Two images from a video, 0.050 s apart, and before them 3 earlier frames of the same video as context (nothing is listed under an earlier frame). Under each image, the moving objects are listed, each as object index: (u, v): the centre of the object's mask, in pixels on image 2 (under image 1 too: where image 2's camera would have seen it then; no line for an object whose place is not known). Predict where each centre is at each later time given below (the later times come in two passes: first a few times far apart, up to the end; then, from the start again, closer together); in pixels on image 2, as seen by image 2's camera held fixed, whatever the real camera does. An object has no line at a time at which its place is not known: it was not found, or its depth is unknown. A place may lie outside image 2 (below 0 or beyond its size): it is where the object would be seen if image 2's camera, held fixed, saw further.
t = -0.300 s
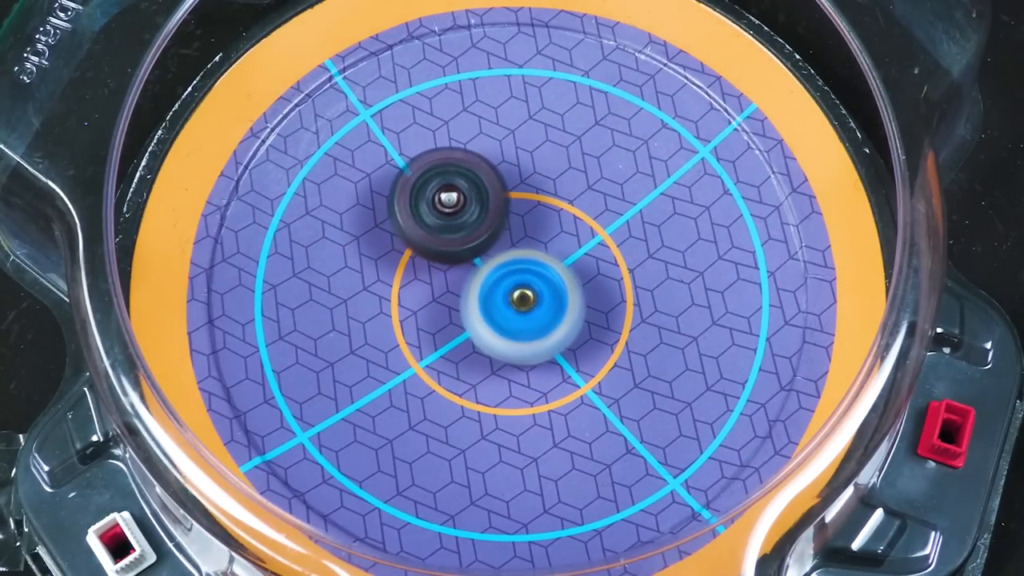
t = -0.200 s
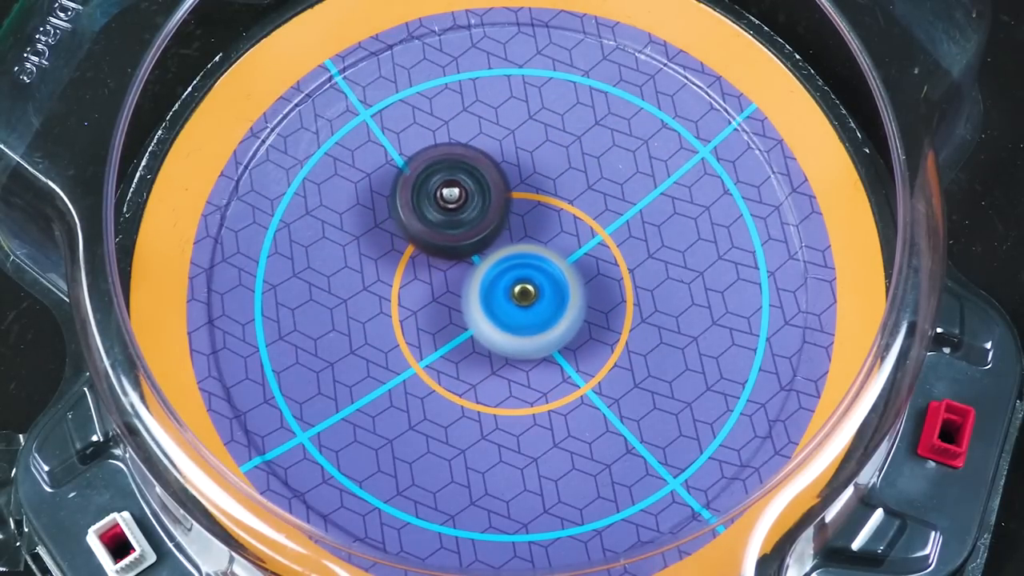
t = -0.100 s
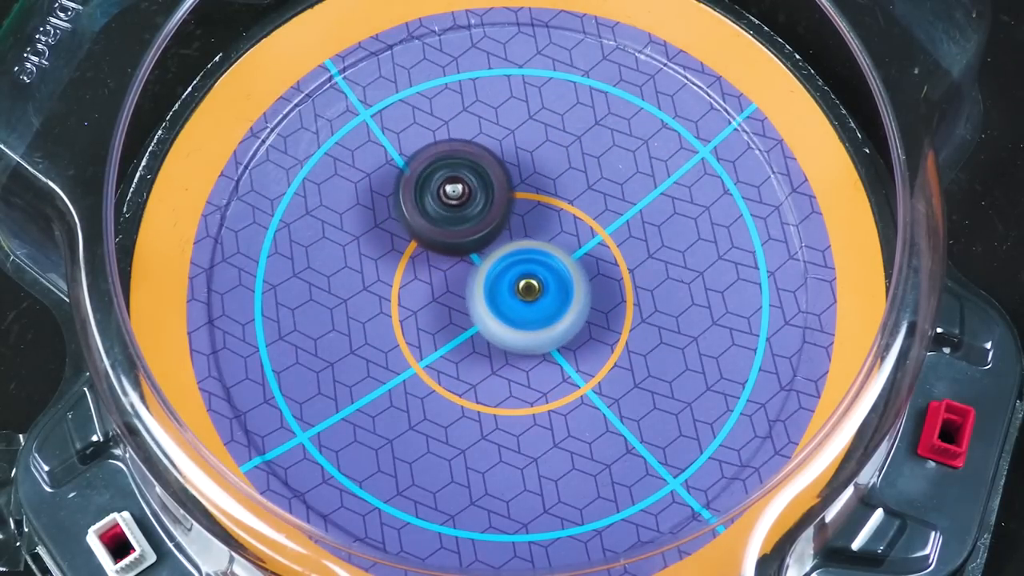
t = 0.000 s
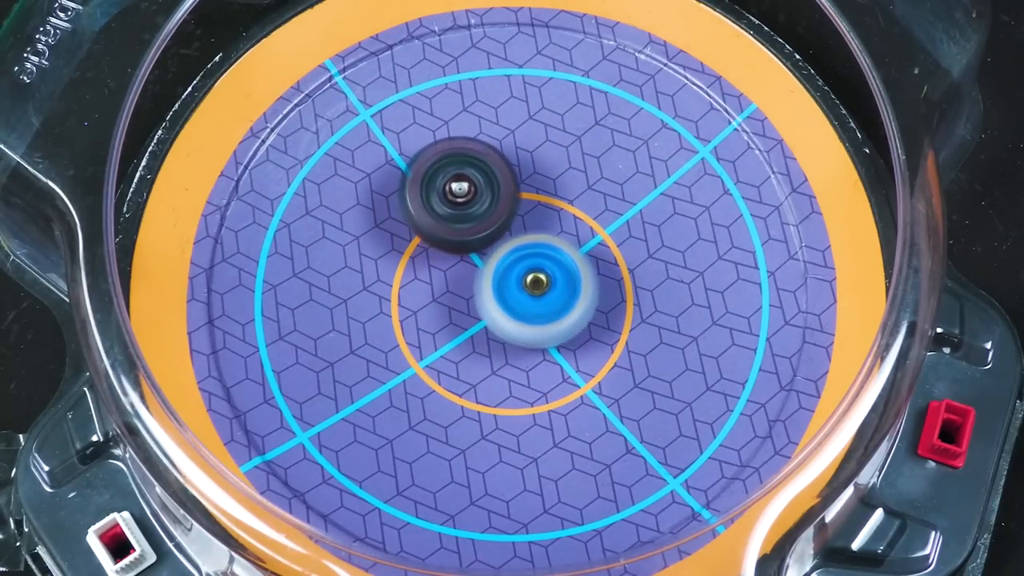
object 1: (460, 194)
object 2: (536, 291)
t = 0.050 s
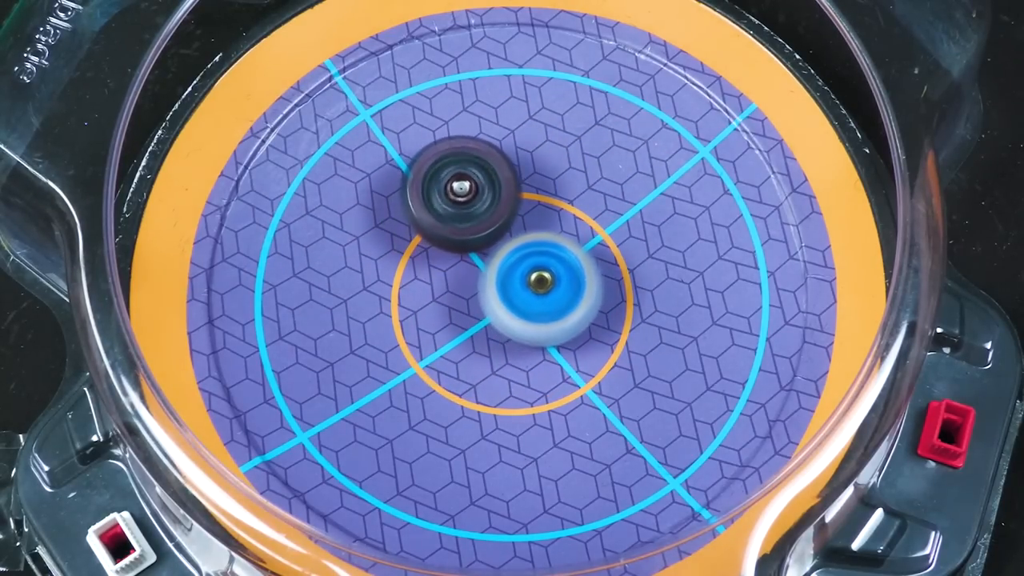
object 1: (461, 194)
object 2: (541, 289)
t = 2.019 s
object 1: (457, 323)
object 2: (577, 270)
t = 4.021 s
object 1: (502, 346)
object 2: (497, 232)
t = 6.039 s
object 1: (578, 286)
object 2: (456, 258)
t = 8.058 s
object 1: (561, 220)
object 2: (468, 305)
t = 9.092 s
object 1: (516, 207)
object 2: (470, 322)
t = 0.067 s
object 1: (462, 193)
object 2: (542, 288)
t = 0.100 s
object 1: (462, 193)
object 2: (545, 287)
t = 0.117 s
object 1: (463, 193)
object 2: (546, 286)
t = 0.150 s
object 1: (464, 193)
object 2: (548, 285)
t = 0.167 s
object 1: (463, 192)
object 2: (551, 285)
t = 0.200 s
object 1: (463, 191)
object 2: (554, 284)
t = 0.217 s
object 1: (464, 191)
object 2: (554, 283)
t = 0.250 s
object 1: (465, 192)
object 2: (555, 282)
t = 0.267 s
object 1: (466, 193)
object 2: (555, 281)
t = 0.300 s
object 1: (465, 194)
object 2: (556, 279)
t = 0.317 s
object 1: (465, 194)
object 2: (556, 279)
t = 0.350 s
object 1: (464, 195)
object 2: (557, 278)
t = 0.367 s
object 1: (464, 195)
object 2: (557, 278)
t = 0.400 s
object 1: (463, 198)
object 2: (557, 278)
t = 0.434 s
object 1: (458, 196)
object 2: (561, 277)
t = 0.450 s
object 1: (457, 196)
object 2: (561, 277)
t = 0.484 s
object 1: (456, 196)
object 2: (561, 277)
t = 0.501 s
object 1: (455, 197)
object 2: (561, 276)
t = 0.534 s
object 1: (456, 201)
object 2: (560, 275)
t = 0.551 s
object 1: (457, 203)
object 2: (559, 275)
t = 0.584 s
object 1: (457, 207)
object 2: (560, 275)
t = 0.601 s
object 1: (456, 208)
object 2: (560, 275)
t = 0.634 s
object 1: (451, 209)
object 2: (564, 277)
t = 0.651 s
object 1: (450, 209)
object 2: (564, 277)
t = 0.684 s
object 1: (450, 210)
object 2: (564, 276)
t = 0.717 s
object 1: (450, 212)
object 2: (563, 276)
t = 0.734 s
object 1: (451, 214)
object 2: (563, 276)
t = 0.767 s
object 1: (452, 217)
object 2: (562, 277)
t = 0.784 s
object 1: (453, 217)
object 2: (562, 278)
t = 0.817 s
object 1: (453, 219)
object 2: (564, 280)
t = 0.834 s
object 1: (452, 219)
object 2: (565, 281)
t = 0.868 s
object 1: (451, 221)
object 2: (565, 282)
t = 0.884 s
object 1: (451, 224)
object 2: (565, 282)
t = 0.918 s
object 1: (451, 229)
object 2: (565, 282)
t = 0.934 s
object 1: (451, 232)
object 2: (565, 283)
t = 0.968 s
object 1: (449, 236)
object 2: (567, 285)
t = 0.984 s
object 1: (448, 238)
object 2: (567, 286)
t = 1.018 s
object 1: (447, 243)
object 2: (567, 287)
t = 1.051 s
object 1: (447, 249)
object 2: (567, 288)
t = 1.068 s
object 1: (446, 251)
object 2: (567, 288)
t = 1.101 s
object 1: (442, 255)
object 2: (569, 290)
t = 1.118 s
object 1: (440, 258)
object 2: (570, 291)
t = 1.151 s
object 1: (439, 263)
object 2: (569, 292)
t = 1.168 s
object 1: (439, 265)
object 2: (569, 292)
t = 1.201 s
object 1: (440, 270)
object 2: (568, 293)
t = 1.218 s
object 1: (441, 272)
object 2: (568, 294)
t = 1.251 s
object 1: (441, 277)
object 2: (568, 295)
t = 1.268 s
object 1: (441, 279)
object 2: (568, 295)
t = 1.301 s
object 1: (439, 283)
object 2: (572, 296)
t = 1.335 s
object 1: (436, 287)
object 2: (574, 297)
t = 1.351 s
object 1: (434, 289)
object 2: (575, 297)
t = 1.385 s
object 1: (435, 292)
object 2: (575, 297)
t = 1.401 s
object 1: (435, 294)
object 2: (575, 297)
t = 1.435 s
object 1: (437, 298)
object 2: (575, 298)
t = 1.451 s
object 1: (438, 300)
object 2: (574, 298)
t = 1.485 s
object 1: (440, 303)
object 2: (574, 298)
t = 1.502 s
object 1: (442, 305)
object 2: (573, 298)
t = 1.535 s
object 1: (445, 308)
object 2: (573, 298)
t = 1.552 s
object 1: (443, 310)
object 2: (576, 298)
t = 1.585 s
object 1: (440, 312)
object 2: (581, 297)
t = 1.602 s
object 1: (439, 313)
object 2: (581, 296)
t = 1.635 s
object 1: (440, 315)
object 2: (581, 295)
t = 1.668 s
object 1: (442, 316)
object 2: (580, 295)
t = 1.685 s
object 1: (444, 316)
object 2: (579, 294)
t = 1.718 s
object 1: (449, 318)
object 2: (578, 293)
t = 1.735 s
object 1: (451, 319)
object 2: (578, 293)
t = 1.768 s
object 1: (452, 321)
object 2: (579, 290)
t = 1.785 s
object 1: (452, 322)
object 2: (580, 289)
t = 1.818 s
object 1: (455, 323)
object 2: (579, 287)
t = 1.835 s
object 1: (456, 324)
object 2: (578, 285)
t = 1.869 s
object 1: (454, 325)
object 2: (581, 282)
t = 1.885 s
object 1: (453, 325)
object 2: (581, 280)
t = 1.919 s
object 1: (453, 325)
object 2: (579, 278)
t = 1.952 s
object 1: (455, 324)
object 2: (578, 276)
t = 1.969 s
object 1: (456, 323)
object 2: (576, 275)
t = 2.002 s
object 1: (458, 322)
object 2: (575, 273)
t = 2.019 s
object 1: (457, 323)
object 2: (577, 270)
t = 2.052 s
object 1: (455, 323)
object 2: (579, 266)
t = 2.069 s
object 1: (455, 322)
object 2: (578, 264)
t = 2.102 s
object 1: (455, 320)
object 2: (577, 262)
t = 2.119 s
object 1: (455, 319)
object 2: (576, 261)
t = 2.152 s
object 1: (458, 315)
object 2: (573, 259)
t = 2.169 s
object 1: (459, 313)
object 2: (572, 258)
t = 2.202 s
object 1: (459, 310)
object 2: (575, 254)
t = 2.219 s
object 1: (459, 309)
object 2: (577, 252)
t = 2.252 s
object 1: (460, 306)
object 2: (577, 249)
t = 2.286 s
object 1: (464, 303)
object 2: (576, 247)
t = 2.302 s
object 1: (464, 303)
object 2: (576, 246)
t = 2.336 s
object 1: (463, 302)
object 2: (577, 242)
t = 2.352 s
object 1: (464, 301)
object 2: (576, 240)
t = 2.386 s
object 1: (465, 299)
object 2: (574, 237)
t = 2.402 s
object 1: (467, 299)
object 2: (573, 235)
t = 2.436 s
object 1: (468, 298)
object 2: (572, 231)
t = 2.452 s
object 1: (468, 299)
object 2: (571, 230)
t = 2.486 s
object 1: (469, 299)
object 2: (569, 226)
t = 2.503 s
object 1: (470, 298)
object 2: (568, 225)
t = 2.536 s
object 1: (471, 298)
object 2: (567, 223)
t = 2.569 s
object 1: (471, 298)
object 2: (565, 220)
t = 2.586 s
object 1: (470, 299)
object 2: (564, 219)
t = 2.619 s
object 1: (471, 299)
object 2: (562, 217)
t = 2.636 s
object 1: (472, 298)
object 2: (561, 216)
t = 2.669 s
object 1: (472, 298)
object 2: (560, 214)
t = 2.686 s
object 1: (472, 299)
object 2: (560, 213)
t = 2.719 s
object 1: (472, 301)
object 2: (559, 210)
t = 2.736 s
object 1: (472, 301)
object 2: (557, 210)
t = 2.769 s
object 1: (473, 301)
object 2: (555, 209)
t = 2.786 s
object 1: (473, 301)
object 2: (554, 209)
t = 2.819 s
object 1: (475, 300)
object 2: (552, 209)
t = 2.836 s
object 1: (476, 300)
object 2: (551, 208)
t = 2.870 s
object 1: (475, 302)
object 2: (550, 207)
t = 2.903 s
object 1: (476, 305)
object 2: (548, 207)
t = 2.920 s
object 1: (476, 305)
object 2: (547, 207)
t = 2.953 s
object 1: (477, 306)
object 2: (544, 207)
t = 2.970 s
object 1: (478, 306)
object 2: (543, 207)
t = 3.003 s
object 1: (478, 309)
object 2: (542, 206)
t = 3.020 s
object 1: (478, 311)
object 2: (540, 205)
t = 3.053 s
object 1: (478, 313)
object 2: (538, 206)
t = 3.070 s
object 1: (478, 314)
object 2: (537, 206)
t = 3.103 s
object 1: (478, 315)
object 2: (535, 208)
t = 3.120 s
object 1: (479, 316)
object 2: (534, 209)
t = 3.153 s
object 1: (480, 317)
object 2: (531, 211)
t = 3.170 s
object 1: (480, 318)
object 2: (531, 211)
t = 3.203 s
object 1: (480, 319)
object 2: (529, 212)
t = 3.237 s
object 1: (480, 322)
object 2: (527, 213)
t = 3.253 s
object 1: (480, 323)
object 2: (525, 213)
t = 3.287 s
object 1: (480, 325)
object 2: (524, 215)
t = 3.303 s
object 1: (480, 326)
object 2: (522, 216)
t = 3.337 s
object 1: (480, 327)
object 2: (521, 218)
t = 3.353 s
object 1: (481, 328)
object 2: (520, 218)
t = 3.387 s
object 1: (480, 330)
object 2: (518, 220)
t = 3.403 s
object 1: (480, 331)
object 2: (518, 220)
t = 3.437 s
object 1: (480, 334)
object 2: (516, 220)
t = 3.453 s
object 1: (479, 336)
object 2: (515, 221)
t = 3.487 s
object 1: (479, 337)
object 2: (513, 223)
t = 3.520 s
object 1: (479, 337)
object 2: (512, 224)
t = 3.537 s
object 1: (479, 337)
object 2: (511, 225)
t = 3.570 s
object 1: (479, 340)
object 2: (509, 226)
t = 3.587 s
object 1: (479, 341)
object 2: (508, 226)
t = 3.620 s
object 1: (479, 341)
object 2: (507, 228)
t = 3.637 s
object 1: (480, 341)
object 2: (506, 229)
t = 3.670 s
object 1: (481, 342)
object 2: (505, 229)
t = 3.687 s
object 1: (482, 343)
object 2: (504, 229)
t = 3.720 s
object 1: (483, 343)
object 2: (503, 230)
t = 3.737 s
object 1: (484, 344)
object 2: (503, 230)
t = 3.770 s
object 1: (485, 345)
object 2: (502, 230)
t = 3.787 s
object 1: (486, 346)
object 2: (501, 230)
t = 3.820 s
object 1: (487, 346)
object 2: (500, 231)
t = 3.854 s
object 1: (490, 348)
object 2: (500, 230)
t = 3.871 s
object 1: (490, 349)
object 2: (499, 230)
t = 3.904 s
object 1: (492, 349)
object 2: (498, 230)
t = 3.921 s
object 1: (493, 349)
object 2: (498, 230)
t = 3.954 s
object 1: (496, 348)
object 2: (497, 231)
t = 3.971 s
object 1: (497, 347)
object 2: (497, 231)
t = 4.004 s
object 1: (501, 346)
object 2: (497, 232)
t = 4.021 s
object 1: (502, 346)
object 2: (497, 232)
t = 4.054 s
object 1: (505, 347)
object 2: (496, 232)
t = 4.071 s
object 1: (507, 347)
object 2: (495, 232)
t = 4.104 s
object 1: (509, 347)
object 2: (495, 232)
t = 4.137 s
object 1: (511, 346)
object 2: (494, 232)
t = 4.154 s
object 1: (513, 346)
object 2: (494, 233)
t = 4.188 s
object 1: (516, 348)
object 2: (494, 231)
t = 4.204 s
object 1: (517, 349)
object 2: (494, 230)
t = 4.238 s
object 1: (519, 350)
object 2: (493, 230)
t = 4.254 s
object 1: (520, 349)
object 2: (492, 230)
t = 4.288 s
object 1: (522, 348)
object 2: (492, 230)
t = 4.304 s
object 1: (523, 346)
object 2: (492, 230)
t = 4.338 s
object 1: (525, 343)
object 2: (491, 231)
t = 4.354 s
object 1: (526, 341)
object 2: (491, 231)
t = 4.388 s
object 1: (530, 339)
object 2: (491, 230)
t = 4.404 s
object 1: (532, 338)
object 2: (491, 230)
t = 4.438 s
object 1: (536, 336)
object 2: (490, 229)
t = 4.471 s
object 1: (539, 335)
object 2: (490, 229)
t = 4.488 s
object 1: (540, 334)
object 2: (490, 229)
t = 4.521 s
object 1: (544, 334)
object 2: (490, 228)
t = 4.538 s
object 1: (546, 333)
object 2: (490, 229)
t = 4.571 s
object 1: (547, 331)
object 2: (489, 229)
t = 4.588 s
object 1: (548, 330)
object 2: (489, 229)
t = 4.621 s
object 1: (551, 328)
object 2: (489, 228)
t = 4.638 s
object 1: (553, 329)
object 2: (488, 226)
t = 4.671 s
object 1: (555, 329)
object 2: (487, 225)
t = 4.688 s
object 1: (556, 328)
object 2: (486, 226)
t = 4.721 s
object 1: (556, 326)
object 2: (487, 226)
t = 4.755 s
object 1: (556, 323)
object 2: (486, 226)
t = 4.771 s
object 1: (556, 322)
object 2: (486, 226)
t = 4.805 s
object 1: (557, 320)
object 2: (487, 226)
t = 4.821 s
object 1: (559, 321)
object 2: (485, 224)
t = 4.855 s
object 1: (560, 320)
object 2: (484, 224)
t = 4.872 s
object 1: (560, 320)
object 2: (484, 223)
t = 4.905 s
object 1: (561, 318)
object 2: (483, 224)
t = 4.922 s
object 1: (562, 316)
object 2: (483, 224)
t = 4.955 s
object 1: (564, 313)
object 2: (482, 224)
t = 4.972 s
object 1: (565, 312)
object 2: (482, 223)
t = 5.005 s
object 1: (567, 310)
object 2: (482, 224)
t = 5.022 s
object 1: (568, 308)
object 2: (482, 224)
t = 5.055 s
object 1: (570, 306)
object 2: (482, 224)
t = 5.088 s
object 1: (572, 304)
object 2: (482, 224)
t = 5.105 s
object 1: (573, 303)
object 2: (481, 224)
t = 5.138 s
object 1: (577, 301)
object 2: (480, 225)
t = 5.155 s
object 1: (577, 300)
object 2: (480, 225)
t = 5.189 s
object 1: (579, 298)
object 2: (480, 225)
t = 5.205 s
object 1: (579, 297)
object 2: (480, 226)
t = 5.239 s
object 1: (580, 294)
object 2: (480, 226)
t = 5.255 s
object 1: (581, 292)
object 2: (479, 227)
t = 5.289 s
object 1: (583, 291)
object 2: (478, 227)
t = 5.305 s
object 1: (584, 291)
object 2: (479, 228)
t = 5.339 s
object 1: (586, 289)
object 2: (478, 228)
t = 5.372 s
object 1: (588, 288)
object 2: (478, 230)
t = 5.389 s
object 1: (589, 288)
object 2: (478, 230)
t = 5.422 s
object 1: (590, 286)
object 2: (477, 232)
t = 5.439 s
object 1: (589, 285)
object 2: (478, 232)
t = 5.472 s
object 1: (590, 284)
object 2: (477, 233)
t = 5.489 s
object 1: (593, 284)
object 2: (475, 232)
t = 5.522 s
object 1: (596, 285)
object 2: (472, 232)
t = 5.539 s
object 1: (596, 286)
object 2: (472, 232)
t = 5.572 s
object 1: (596, 286)
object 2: (471, 234)
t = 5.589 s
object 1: (596, 286)
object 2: (471, 234)
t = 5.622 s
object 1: (594, 286)
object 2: (471, 236)
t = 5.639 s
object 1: (593, 285)
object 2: (471, 237)
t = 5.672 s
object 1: (590, 283)
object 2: (470, 238)
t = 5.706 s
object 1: (588, 282)
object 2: (468, 239)
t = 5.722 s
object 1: (588, 282)
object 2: (468, 240)
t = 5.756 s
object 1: (586, 281)
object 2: (466, 242)
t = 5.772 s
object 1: (586, 281)
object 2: (466, 243)
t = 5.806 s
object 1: (584, 281)
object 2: (465, 244)
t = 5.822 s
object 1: (585, 281)
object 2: (464, 245)
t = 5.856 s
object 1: (583, 282)
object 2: (464, 247)
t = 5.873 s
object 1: (583, 282)
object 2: (463, 247)
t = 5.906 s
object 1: (582, 283)
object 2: (461, 250)
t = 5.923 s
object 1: (582, 284)
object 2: (460, 250)
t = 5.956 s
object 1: (581, 284)
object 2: (458, 253)
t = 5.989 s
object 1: (579, 285)
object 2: (458, 254)
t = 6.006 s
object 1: (579, 285)
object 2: (457, 255)
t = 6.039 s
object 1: (578, 286)
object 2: (456, 258)
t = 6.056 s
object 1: (579, 285)
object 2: (455, 259)
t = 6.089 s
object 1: (580, 286)
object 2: (453, 261)
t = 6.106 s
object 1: (581, 287)
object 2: (453, 261)
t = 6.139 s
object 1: (581, 287)
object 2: (452, 264)
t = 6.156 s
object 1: (581, 287)
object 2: (452, 264)
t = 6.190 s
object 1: (580, 287)
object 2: (452, 266)
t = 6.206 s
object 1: (580, 287)
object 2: (452, 267)
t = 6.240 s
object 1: (577, 287)
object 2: (452, 268)
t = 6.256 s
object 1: (577, 287)
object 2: (451, 269)
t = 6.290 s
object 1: (577, 286)
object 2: (451, 271)
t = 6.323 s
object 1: (577, 287)
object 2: (450, 272)
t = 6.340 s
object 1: (577, 287)
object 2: (451, 273)
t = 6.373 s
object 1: (577, 287)
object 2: (450, 274)
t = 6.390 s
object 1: (578, 287)
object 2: (449, 275)
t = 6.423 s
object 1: (578, 287)
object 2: (450, 276)
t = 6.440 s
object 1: (577, 287)
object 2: (450, 276)
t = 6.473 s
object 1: (577, 286)
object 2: (450, 277)
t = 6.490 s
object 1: (577, 286)
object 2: (450, 278)
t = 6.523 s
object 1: (579, 285)
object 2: (449, 280)
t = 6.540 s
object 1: (580, 285)
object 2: (449, 279)
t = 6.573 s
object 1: (581, 284)
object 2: (450, 281)
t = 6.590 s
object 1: (581, 284)
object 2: (450, 281)
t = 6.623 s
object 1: (581, 283)
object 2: (450, 282)
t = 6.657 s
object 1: (579, 282)
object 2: (452, 283)
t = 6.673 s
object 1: (578, 281)
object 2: (451, 283)
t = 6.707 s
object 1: (579, 280)
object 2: (451, 284)
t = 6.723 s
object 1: (579, 280)
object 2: (451, 284)
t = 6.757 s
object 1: (580, 280)
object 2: (452, 286)
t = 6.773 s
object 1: (580, 279)
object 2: (452, 286)
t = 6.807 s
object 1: (580, 278)
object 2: (452, 287)
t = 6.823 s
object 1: (581, 278)
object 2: (453, 286)
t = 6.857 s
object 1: (583, 277)
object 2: (453, 287)
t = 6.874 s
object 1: (583, 276)
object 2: (454, 288)
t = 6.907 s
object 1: (584, 275)
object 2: (454, 288)
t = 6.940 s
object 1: (583, 274)
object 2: (455, 289)
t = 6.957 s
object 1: (584, 273)
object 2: (455, 289)
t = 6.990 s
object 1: (584, 272)
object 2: (457, 289)
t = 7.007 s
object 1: (585, 271)
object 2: (458, 289)
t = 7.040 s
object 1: (585, 269)
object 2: (458, 290)
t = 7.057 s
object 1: (586, 268)
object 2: (459, 290)
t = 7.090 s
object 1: (586, 266)
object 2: (460, 291)
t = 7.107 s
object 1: (585, 266)
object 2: (460, 291)
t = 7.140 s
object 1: (586, 264)
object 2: (460, 291)
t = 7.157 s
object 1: (586, 263)
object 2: (461, 291)
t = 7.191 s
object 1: (586, 261)
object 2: (461, 292)
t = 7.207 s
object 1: (586, 261)
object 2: (462, 292)
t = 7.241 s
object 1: (588, 258)
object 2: (461, 293)
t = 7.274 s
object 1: (590, 256)
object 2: (461, 293)
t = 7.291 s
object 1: (590, 255)
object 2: (461, 293)
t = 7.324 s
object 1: (590, 254)
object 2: (462, 294)
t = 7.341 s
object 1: (589, 253)
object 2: (462, 294)
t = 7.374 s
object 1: (587, 251)
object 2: (463, 294)
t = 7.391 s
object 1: (585, 250)
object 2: (463, 294)
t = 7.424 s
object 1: (584, 247)
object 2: (463, 295)
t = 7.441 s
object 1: (583, 246)
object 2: (463, 295)
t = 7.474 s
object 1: (582, 244)
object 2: (465, 296)
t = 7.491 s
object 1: (581, 243)
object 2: (465, 296)
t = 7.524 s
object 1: (581, 241)
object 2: (466, 297)
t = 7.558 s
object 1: (581, 239)
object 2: (465, 297)
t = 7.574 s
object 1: (580, 238)
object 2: (466, 298)
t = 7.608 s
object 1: (580, 237)
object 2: (467, 298)
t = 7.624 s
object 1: (579, 236)
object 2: (468, 298)
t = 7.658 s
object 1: (577, 235)
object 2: (467, 298)
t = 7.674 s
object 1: (578, 234)
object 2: (466, 299)
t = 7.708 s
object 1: (578, 232)
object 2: (465, 299)
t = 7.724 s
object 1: (578, 232)
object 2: (466, 300)
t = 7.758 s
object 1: (575, 231)
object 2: (467, 299)
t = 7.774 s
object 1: (574, 231)
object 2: (467, 300)
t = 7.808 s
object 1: (572, 230)
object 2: (467, 300)
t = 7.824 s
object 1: (572, 229)
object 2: (466, 301)
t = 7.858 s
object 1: (574, 226)
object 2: (465, 302)
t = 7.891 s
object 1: (573, 226)
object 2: (466, 303)
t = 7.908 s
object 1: (572, 225)
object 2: (466, 303)
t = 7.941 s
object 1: (569, 226)
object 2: (467, 303)
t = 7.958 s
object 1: (568, 225)
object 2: (467, 303)
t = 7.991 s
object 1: (564, 224)
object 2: (468, 304)
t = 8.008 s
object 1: (563, 223)
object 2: (467, 304)
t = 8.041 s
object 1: (561, 221)
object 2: (467, 304)
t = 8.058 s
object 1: (561, 220)
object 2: (468, 305)
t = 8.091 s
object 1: (559, 218)
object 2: (468, 305)
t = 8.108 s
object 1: (558, 217)
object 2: (468, 305)
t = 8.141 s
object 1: (556, 216)
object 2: (469, 306)
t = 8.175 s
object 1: (554, 215)
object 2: (470, 306)
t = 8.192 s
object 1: (553, 215)
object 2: (470, 306)
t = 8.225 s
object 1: (552, 211)
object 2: (469, 307)
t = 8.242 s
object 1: (552, 210)
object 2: (468, 307)
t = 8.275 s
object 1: (551, 210)
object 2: (470, 307)
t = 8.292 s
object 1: (550, 210)
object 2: (470, 307)
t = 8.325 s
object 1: (548, 209)
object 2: (471, 308)
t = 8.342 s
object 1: (547, 209)
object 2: (470, 308)
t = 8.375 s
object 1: (546, 207)
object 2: (469, 308)
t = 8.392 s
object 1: (546, 207)
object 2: (470, 308)
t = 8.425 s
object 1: (545, 206)
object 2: (471, 309)
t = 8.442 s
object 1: (544, 207)
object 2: (470, 309)
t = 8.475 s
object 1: (542, 207)
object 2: (470, 309)
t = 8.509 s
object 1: (540, 207)
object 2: (469, 309)
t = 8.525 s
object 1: (538, 207)
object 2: (468, 309)
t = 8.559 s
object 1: (537, 206)
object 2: (469, 310)
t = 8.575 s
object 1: (537, 205)
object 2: (468, 310)
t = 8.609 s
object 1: (537, 204)
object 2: (469, 309)
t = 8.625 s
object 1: (536, 204)
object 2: (470, 310)
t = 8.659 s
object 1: (534, 204)
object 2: (470, 310)
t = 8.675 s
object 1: (533, 205)
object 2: (469, 311)
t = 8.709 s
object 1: (531, 205)
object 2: (469, 311)
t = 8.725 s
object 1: (530, 204)
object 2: (469, 313)
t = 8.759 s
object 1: (530, 203)
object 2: (468, 313)
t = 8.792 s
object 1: (528, 203)
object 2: (470, 312)
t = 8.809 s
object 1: (527, 203)
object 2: (469, 313)
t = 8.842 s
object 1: (525, 203)
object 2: (469, 314)
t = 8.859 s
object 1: (525, 203)
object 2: (467, 317)
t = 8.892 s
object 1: (525, 202)
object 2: (468, 316)
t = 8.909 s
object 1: (524, 202)
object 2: (468, 317)
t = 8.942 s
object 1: (523, 204)
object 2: (469, 318)
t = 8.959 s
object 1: (522, 204)
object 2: (469, 318)
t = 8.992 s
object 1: (520, 206)
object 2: (469, 318)
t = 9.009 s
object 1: (519, 206)
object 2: (470, 319)
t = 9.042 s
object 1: (518, 206)
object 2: (469, 321)
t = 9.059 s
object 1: (518, 207)
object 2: (470, 321)
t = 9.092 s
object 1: (516, 207)
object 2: (470, 322)
